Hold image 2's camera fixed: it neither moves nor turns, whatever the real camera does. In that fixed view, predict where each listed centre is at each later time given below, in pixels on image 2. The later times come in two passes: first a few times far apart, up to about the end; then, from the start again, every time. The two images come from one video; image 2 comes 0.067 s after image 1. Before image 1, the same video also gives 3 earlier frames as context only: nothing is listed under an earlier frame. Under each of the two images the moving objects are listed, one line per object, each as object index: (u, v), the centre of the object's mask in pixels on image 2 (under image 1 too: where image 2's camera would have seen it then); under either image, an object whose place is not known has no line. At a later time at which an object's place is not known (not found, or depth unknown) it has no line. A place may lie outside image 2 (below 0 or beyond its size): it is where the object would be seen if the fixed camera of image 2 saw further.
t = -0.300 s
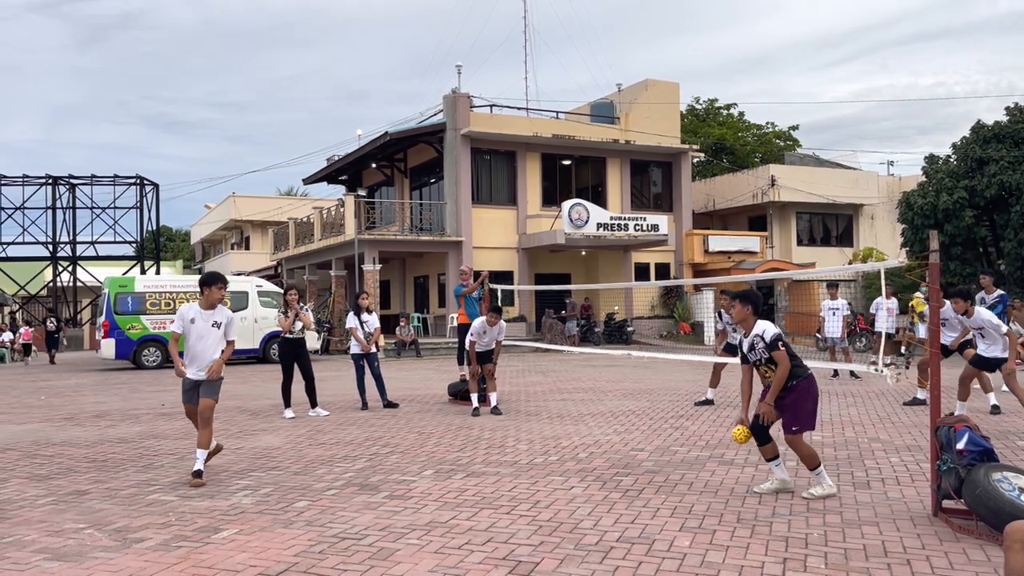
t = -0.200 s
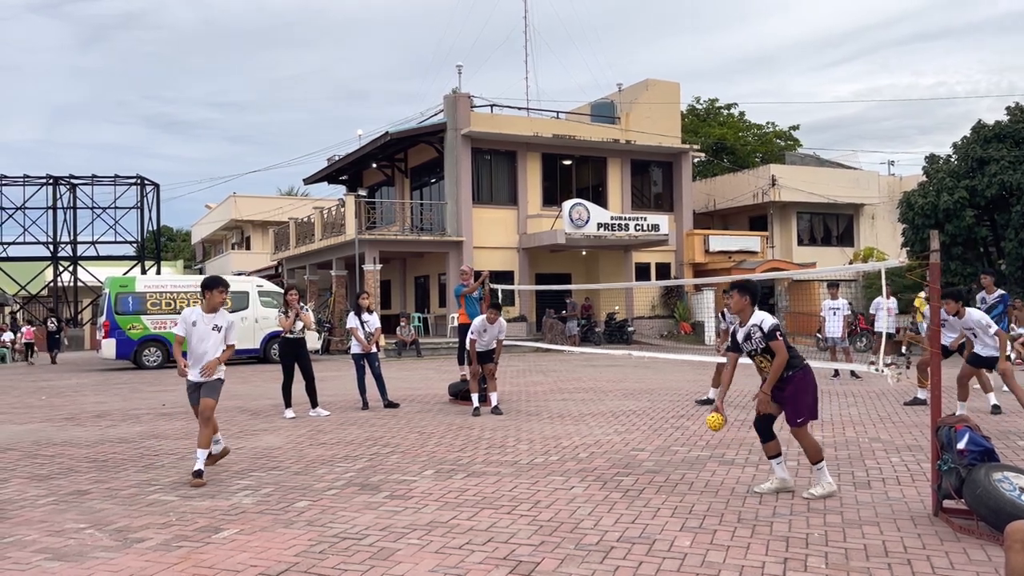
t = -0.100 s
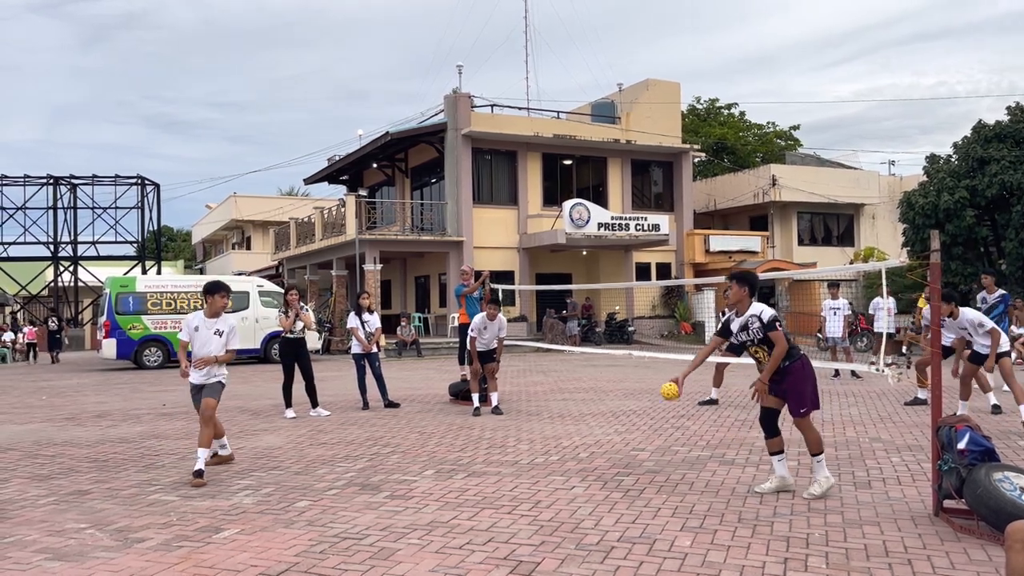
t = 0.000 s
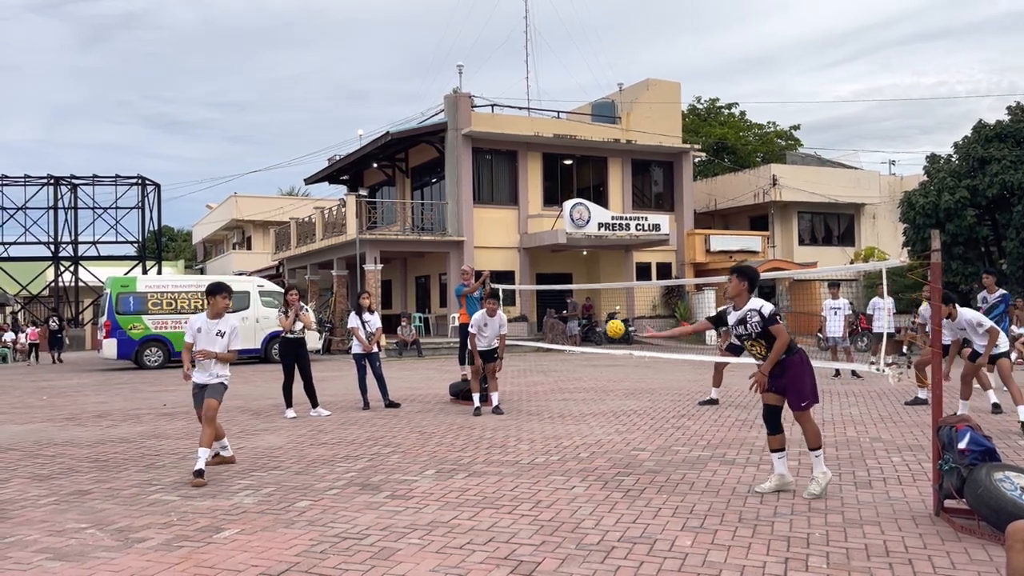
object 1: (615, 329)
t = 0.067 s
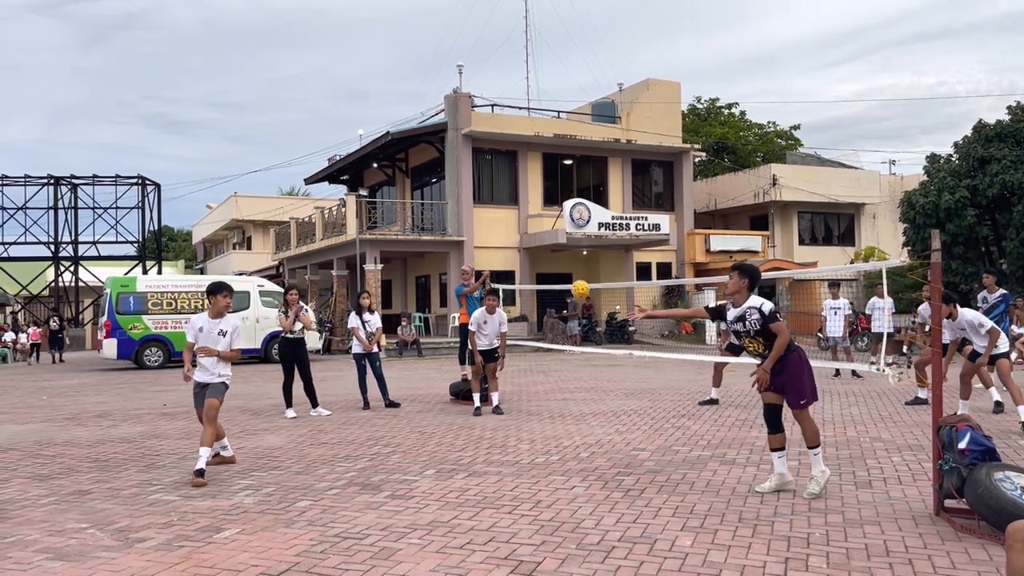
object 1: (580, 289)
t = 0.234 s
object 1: (495, 221)
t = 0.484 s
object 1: (377, 190)
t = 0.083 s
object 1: (571, 280)
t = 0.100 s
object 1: (563, 272)
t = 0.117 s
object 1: (554, 264)
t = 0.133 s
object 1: (546, 257)
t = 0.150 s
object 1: (537, 250)
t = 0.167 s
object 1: (529, 243)
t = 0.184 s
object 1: (520, 237)
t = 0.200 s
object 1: (512, 231)
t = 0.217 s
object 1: (504, 226)
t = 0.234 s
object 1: (495, 221)
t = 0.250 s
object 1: (488, 216)
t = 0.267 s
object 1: (480, 211)
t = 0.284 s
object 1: (471, 208)
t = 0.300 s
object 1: (464, 203)
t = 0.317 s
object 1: (455, 200)
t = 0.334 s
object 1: (447, 197)
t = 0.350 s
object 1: (440, 195)
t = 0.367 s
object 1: (432, 193)
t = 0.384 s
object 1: (423, 191)
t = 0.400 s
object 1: (415, 190)
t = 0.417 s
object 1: (408, 189)
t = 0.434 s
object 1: (400, 189)
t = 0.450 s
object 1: (392, 189)
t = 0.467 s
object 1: (384, 189)
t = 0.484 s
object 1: (377, 190)
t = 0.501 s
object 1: (369, 190)
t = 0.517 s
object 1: (361, 192)
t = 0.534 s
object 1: (354, 194)
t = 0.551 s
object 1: (347, 196)
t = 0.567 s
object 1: (339, 198)
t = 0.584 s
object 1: (332, 201)
